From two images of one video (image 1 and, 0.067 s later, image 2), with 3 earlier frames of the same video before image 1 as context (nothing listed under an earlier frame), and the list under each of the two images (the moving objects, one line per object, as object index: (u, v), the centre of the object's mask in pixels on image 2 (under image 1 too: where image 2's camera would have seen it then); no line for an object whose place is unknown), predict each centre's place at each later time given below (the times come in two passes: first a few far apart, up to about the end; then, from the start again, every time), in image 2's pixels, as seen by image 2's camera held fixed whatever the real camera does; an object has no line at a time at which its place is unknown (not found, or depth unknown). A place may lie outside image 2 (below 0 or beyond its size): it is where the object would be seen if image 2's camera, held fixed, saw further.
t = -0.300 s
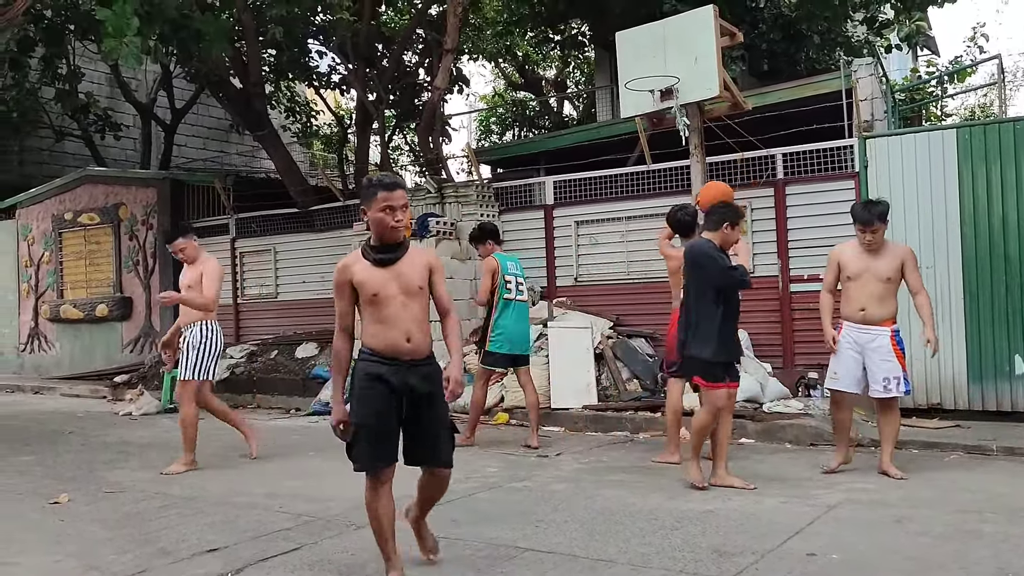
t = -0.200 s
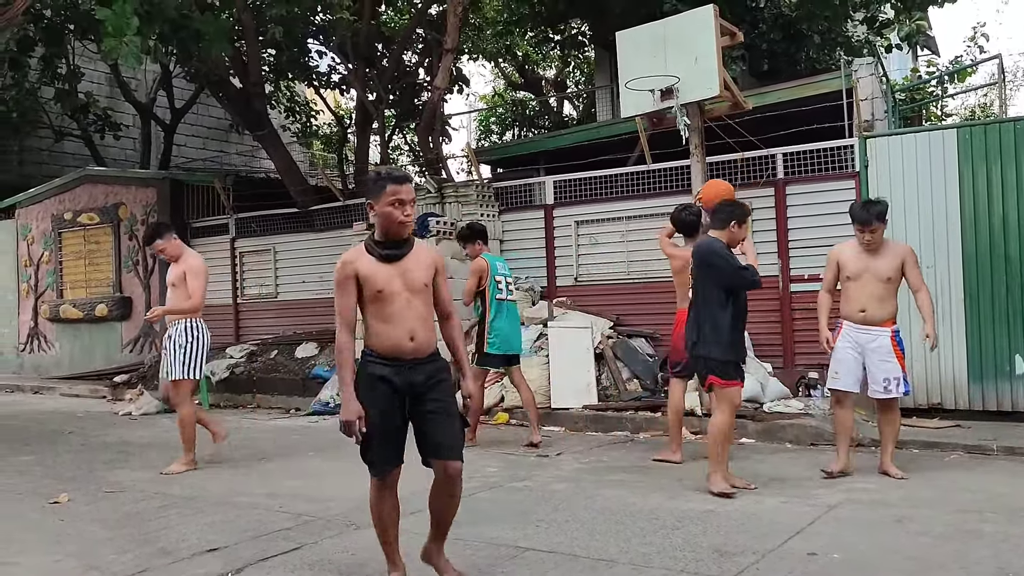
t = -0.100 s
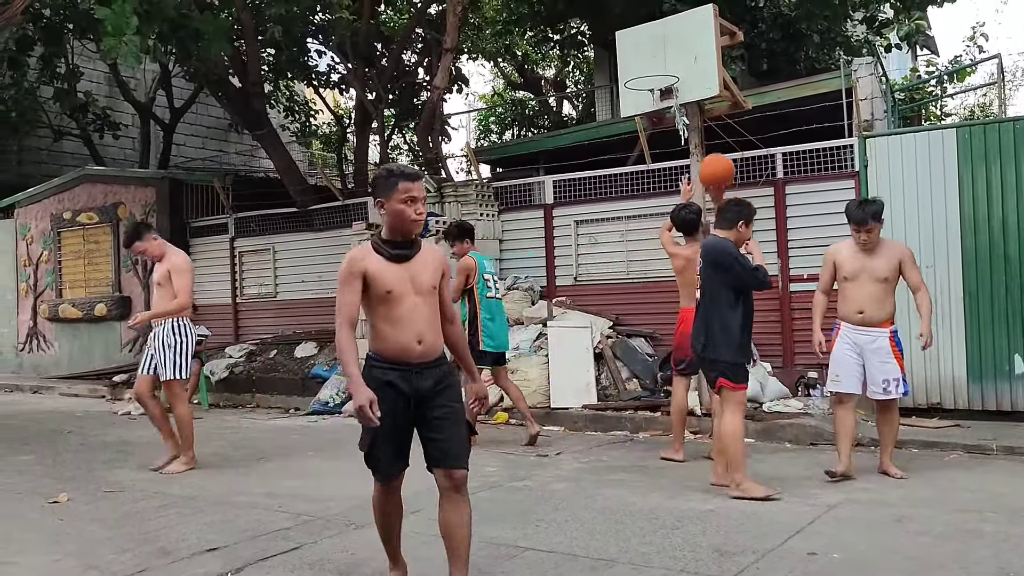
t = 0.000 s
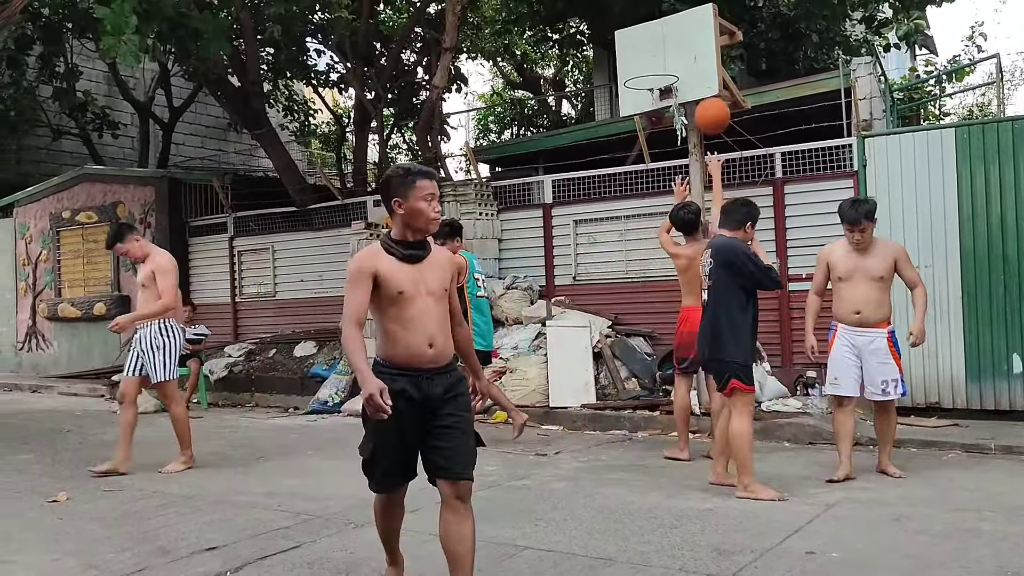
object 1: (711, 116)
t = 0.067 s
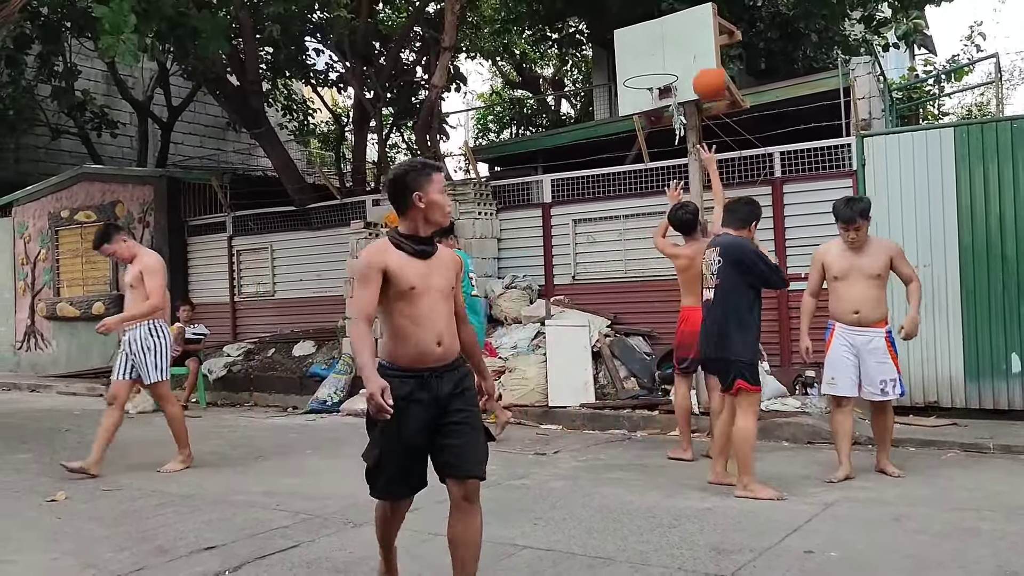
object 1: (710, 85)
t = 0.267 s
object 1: (687, 38)
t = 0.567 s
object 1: (622, 81)
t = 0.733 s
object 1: (586, 161)
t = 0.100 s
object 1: (709, 71)
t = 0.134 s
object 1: (709, 60)
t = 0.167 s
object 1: (708, 51)
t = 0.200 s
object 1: (702, 45)
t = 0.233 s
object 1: (695, 41)
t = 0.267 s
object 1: (687, 38)
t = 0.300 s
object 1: (680, 36)
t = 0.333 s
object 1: (673, 37)
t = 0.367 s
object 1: (665, 38)
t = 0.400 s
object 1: (658, 41)
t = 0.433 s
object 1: (651, 46)
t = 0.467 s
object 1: (644, 53)
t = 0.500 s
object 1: (637, 60)
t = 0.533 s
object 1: (629, 70)
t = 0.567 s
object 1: (622, 81)
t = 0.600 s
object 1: (615, 94)
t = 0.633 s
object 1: (607, 108)
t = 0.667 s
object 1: (601, 125)
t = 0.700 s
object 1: (593, 142)
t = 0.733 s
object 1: (586, 161)
